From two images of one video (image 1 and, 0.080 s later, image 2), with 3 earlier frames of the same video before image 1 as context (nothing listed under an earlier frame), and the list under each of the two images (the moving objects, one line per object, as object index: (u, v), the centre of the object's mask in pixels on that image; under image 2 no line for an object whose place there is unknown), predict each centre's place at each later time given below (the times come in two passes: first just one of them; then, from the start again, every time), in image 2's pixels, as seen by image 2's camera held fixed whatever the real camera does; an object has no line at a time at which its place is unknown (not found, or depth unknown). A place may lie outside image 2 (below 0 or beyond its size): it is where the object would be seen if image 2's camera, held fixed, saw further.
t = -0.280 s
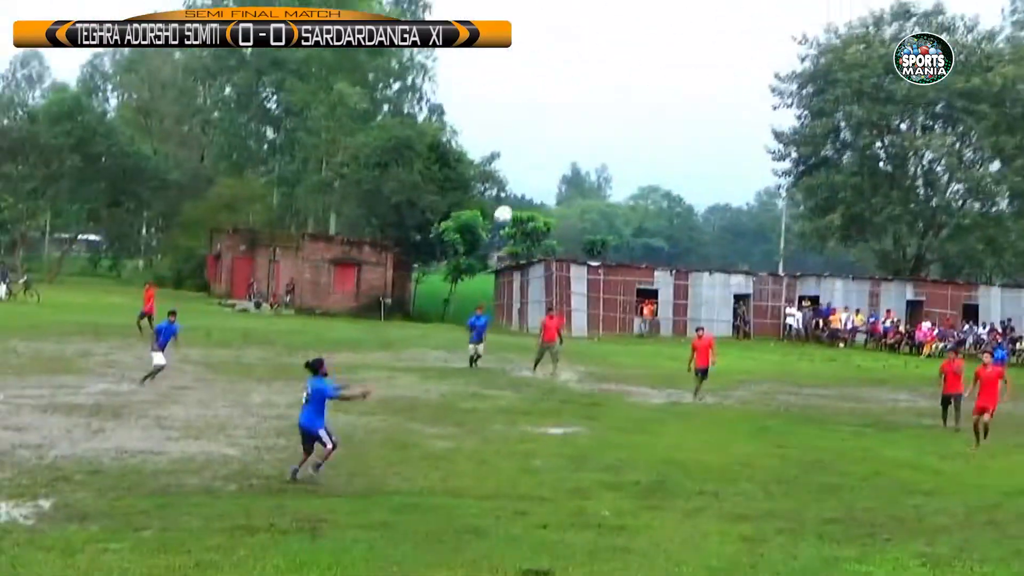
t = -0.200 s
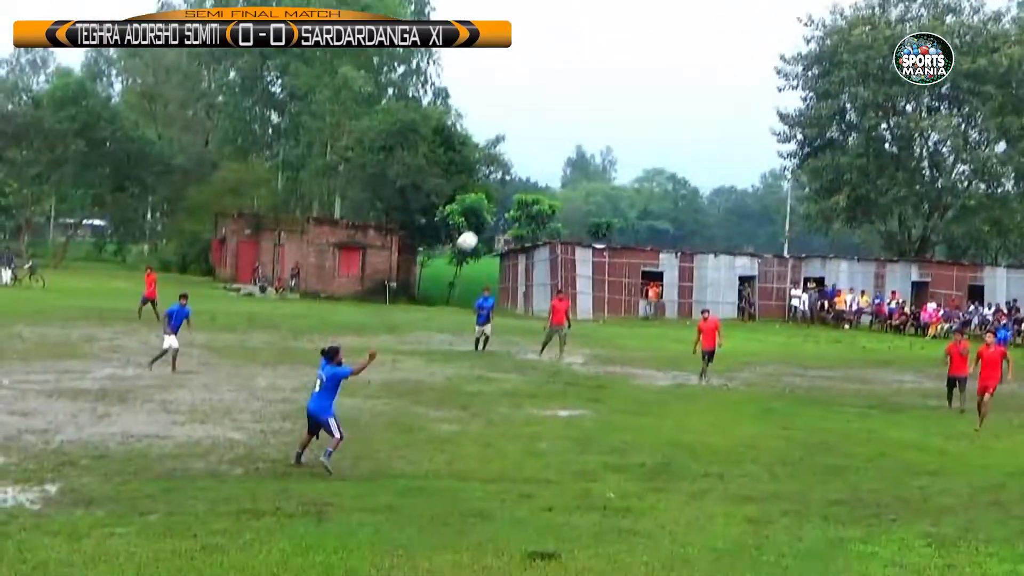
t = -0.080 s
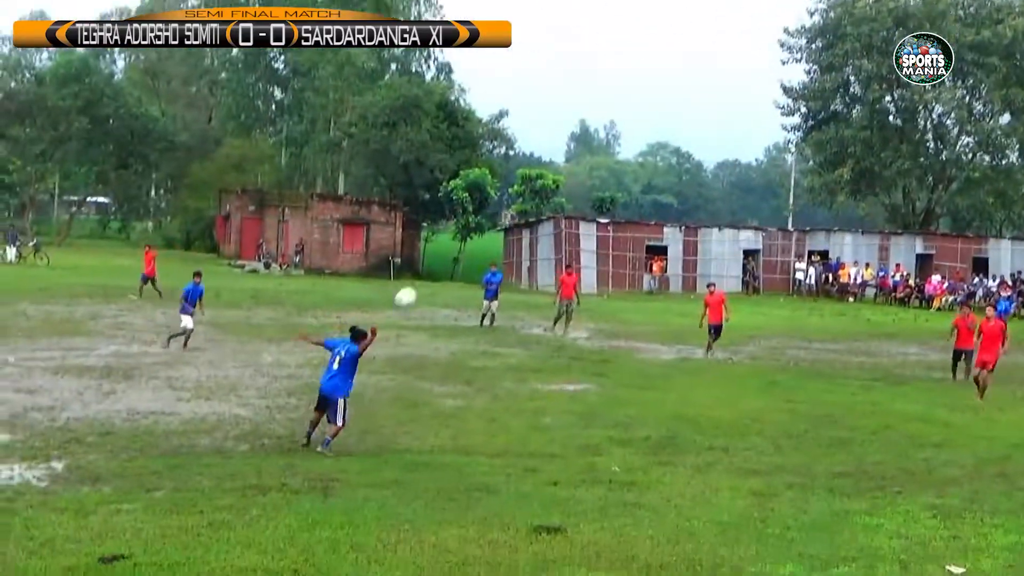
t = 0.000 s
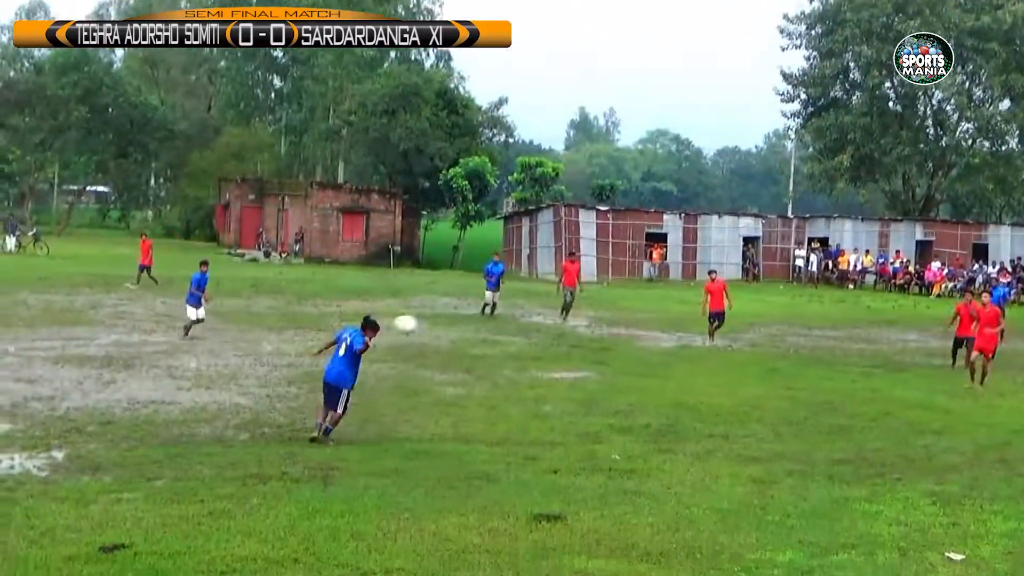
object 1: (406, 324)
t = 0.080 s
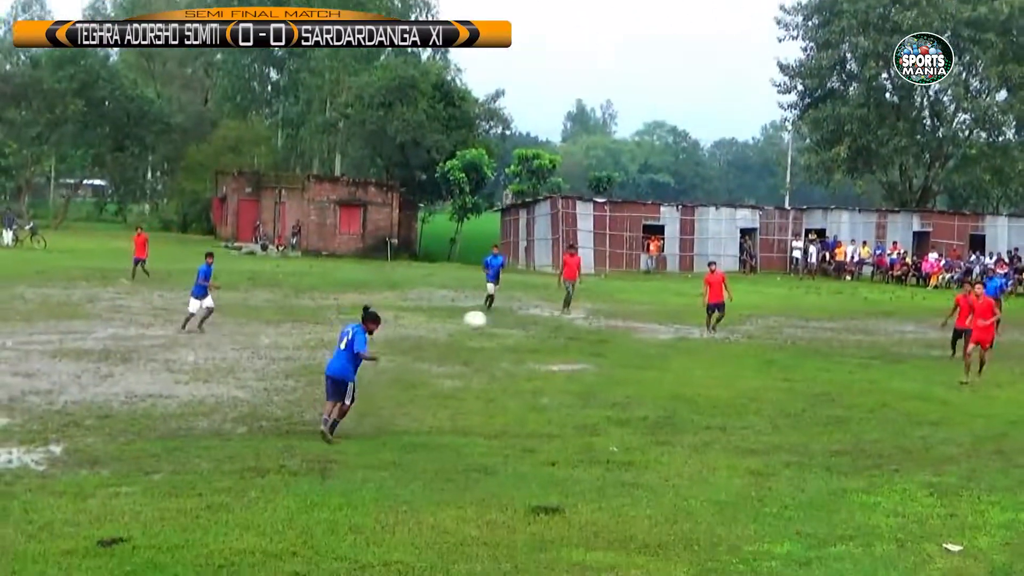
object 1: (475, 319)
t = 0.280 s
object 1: (643, 351)
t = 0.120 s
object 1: (510, 323)
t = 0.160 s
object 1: (544, 328)
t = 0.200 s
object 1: (578, 334)
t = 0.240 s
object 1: (611, 342)
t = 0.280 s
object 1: (643, 351)
